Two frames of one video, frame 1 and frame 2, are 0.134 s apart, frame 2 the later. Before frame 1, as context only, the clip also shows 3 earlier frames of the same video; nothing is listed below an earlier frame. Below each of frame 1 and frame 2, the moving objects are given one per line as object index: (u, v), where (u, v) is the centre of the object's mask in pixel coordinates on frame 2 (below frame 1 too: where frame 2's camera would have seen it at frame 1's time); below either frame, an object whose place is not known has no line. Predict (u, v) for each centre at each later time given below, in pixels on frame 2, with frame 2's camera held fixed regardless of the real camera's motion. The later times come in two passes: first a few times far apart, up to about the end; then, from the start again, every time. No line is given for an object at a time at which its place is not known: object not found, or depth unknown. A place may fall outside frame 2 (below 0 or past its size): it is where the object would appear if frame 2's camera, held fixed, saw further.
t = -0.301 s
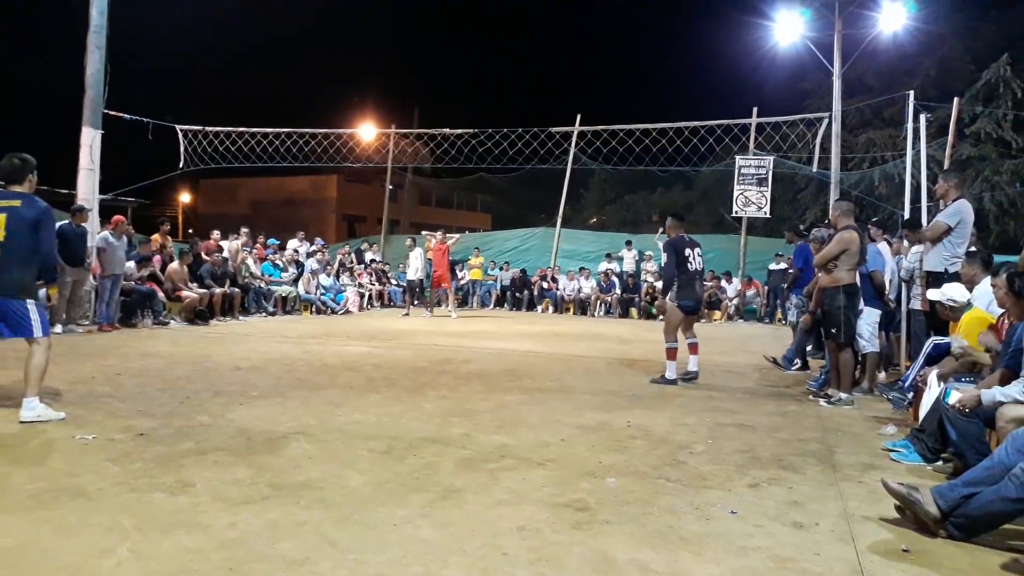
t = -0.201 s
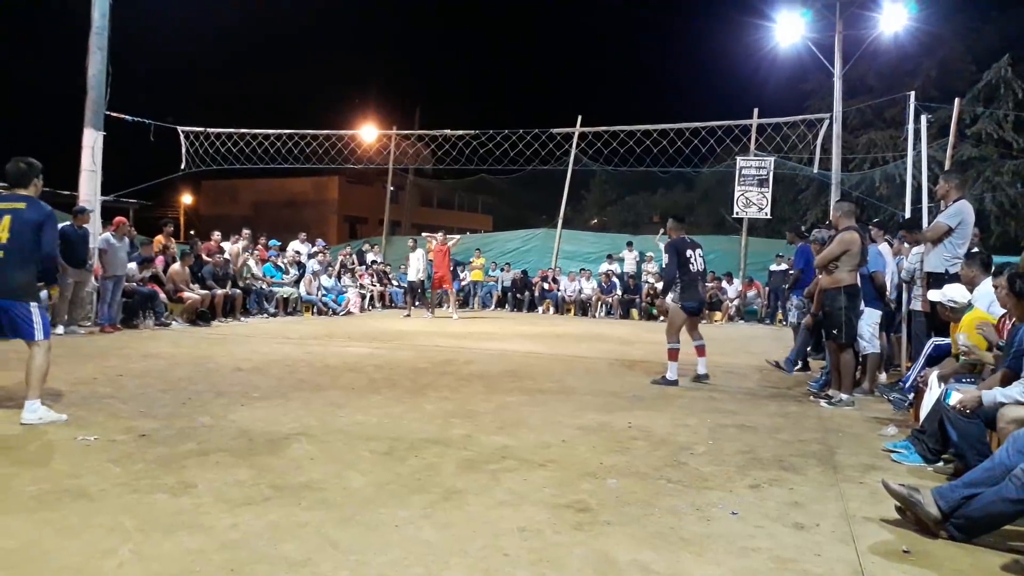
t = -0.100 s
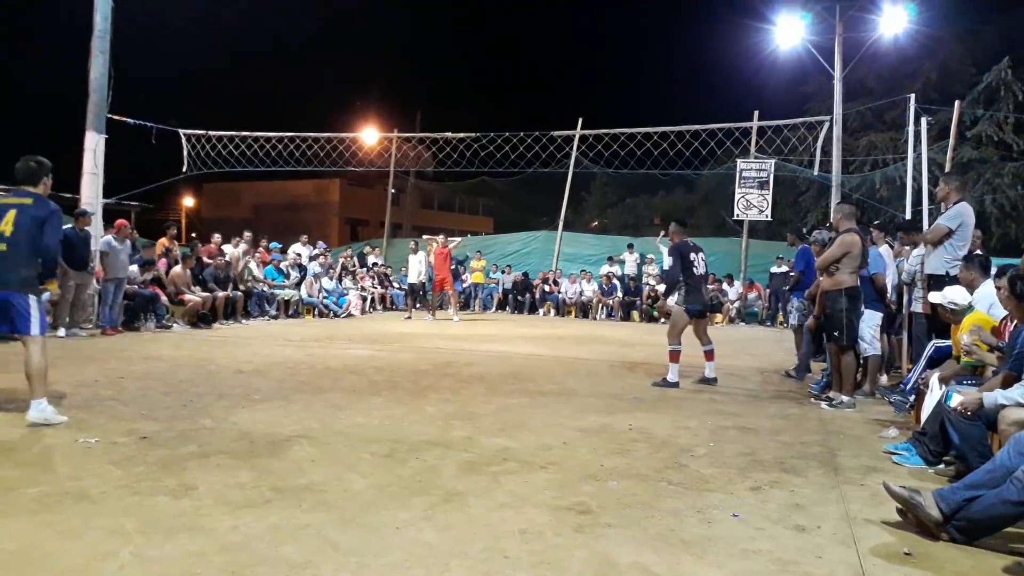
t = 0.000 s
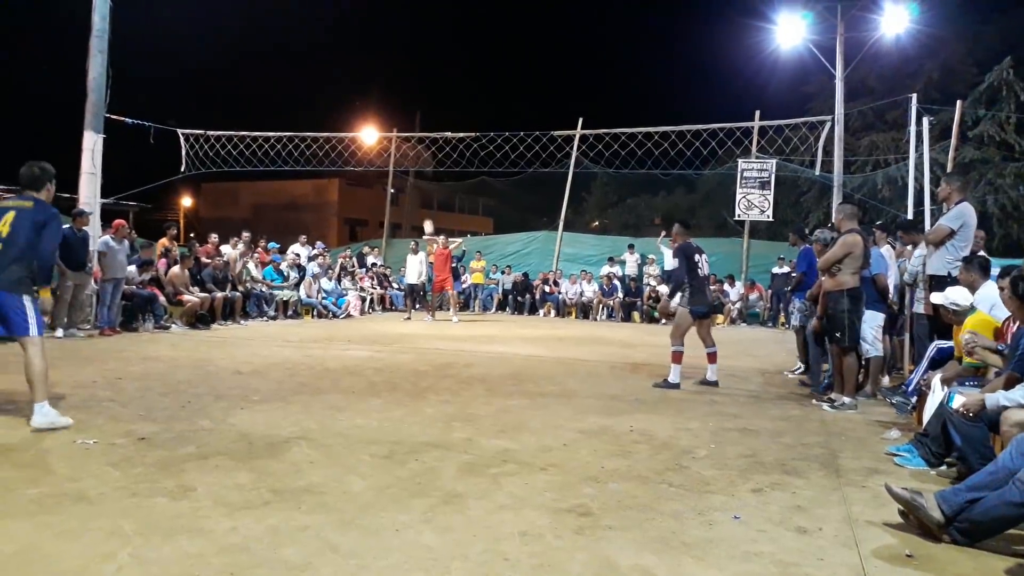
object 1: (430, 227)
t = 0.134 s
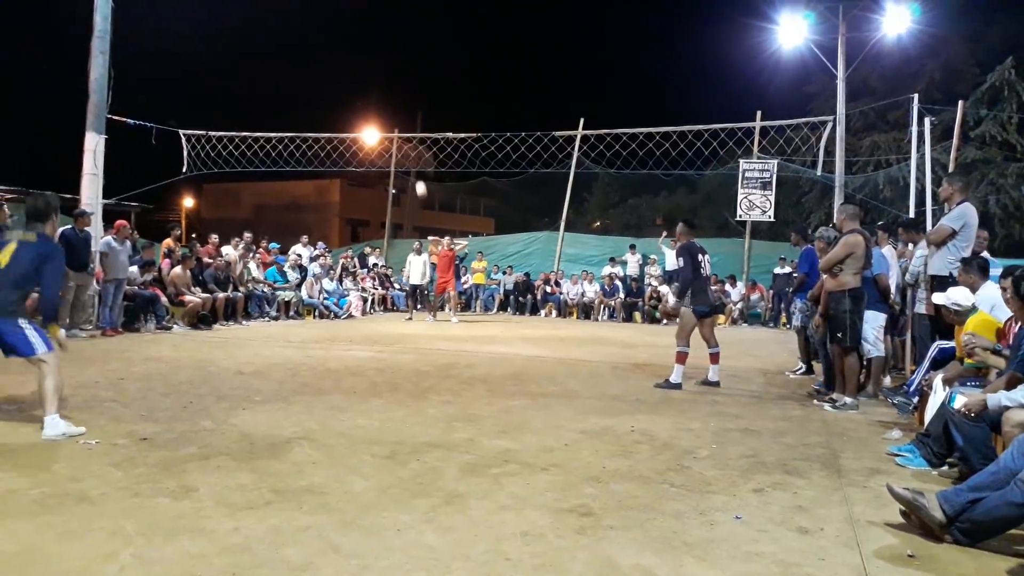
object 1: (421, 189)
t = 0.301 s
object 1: (407, 147)
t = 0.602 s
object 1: (371, 93)
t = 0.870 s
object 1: (328, 93)
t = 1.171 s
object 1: (259, 167)
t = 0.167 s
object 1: (419, 180)
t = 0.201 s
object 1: (416, 171)
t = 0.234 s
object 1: (413, 163)
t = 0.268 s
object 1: (411, 155)
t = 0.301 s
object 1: (407, 147)
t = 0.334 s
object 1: (401, 131)
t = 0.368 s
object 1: (398, 126)
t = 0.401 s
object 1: (395, 120)
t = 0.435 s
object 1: (391, 114)
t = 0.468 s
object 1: (387, 109)
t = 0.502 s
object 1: (383, 104)
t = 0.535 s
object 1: (379, 100)
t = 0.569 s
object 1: (375, 96)
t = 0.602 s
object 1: (371, 93)
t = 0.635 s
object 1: (366, 91)
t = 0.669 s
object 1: (362, 89)
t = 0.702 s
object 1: (357, 87)
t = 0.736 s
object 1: (352, 87)
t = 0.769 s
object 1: (346, 87)
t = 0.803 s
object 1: (341, 88)
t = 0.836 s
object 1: (335, 90)
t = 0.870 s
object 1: (328, 93)
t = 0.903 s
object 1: (322, 96)
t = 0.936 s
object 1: (316, 101)
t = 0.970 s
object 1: (308, 106)
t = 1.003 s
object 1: (301, 113)
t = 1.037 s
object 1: (294, 121)
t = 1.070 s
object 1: (287, 129)
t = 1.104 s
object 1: (279, 140)
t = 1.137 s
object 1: (269, 153)
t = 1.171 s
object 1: (259, 167)
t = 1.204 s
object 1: (250, 181)
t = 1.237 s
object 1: (239, 199)
